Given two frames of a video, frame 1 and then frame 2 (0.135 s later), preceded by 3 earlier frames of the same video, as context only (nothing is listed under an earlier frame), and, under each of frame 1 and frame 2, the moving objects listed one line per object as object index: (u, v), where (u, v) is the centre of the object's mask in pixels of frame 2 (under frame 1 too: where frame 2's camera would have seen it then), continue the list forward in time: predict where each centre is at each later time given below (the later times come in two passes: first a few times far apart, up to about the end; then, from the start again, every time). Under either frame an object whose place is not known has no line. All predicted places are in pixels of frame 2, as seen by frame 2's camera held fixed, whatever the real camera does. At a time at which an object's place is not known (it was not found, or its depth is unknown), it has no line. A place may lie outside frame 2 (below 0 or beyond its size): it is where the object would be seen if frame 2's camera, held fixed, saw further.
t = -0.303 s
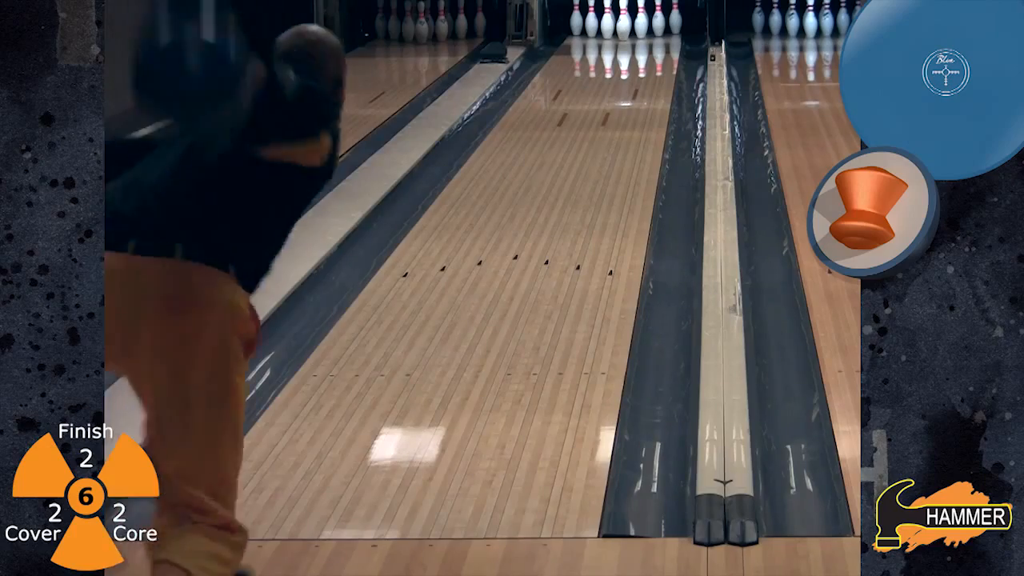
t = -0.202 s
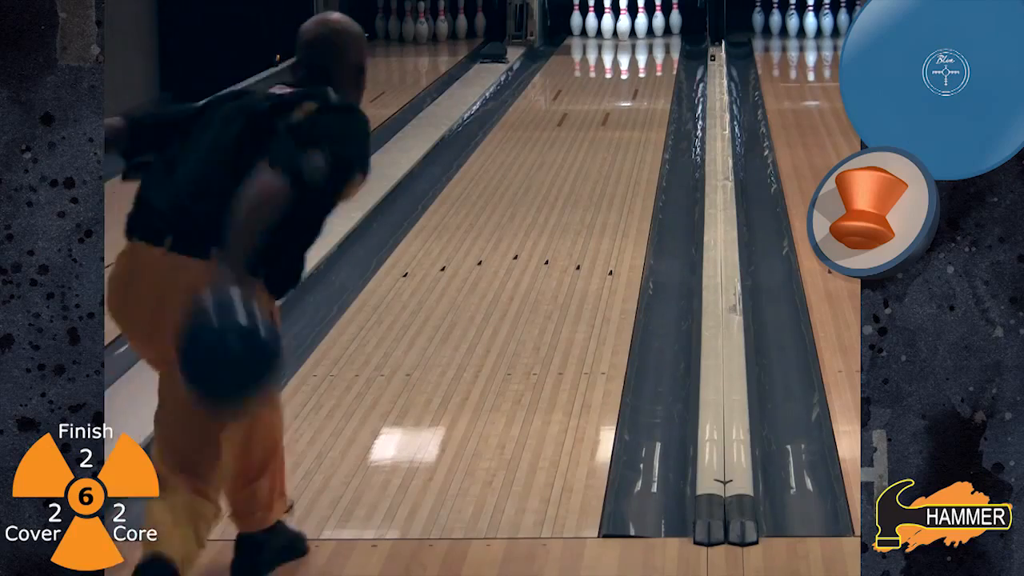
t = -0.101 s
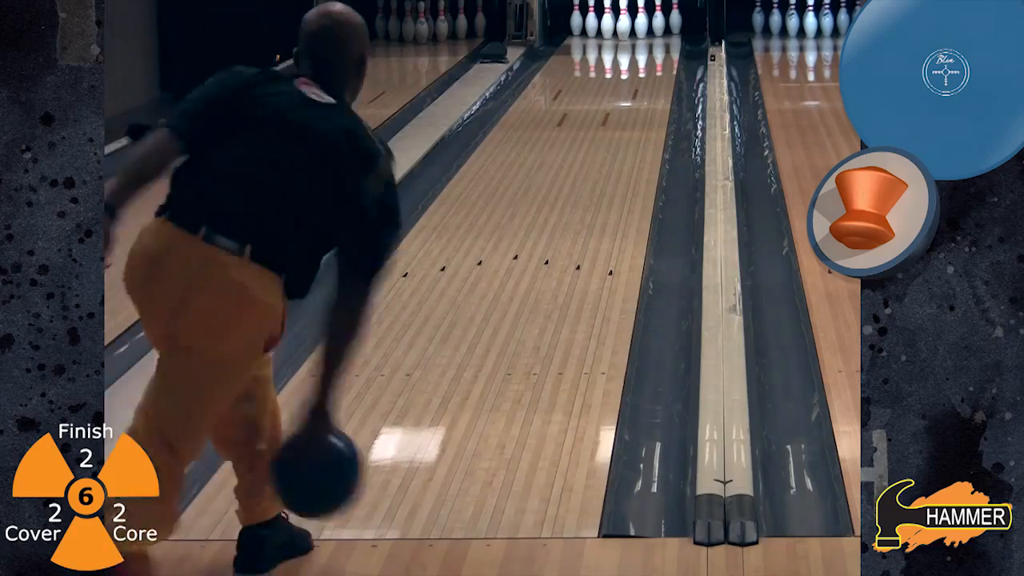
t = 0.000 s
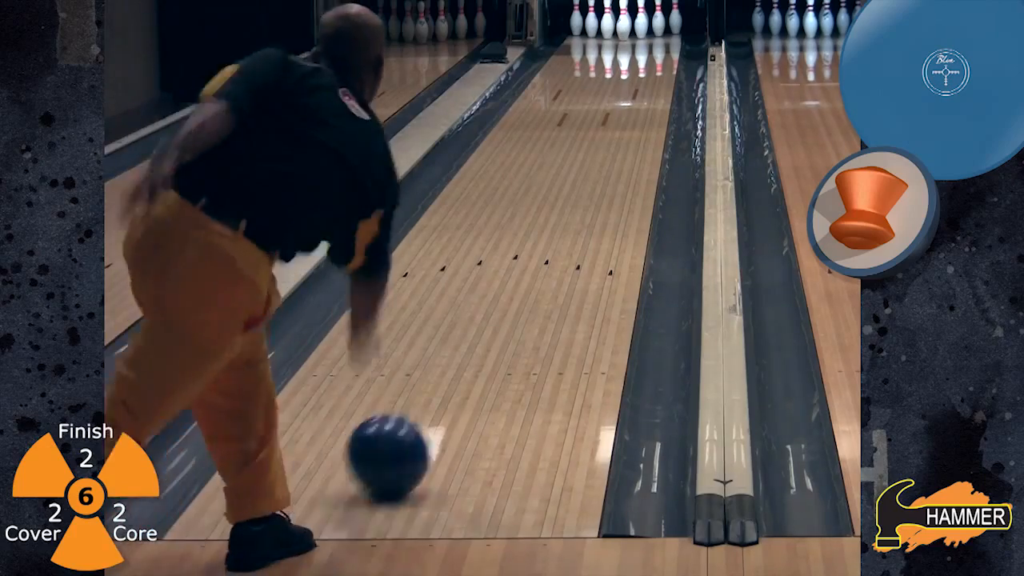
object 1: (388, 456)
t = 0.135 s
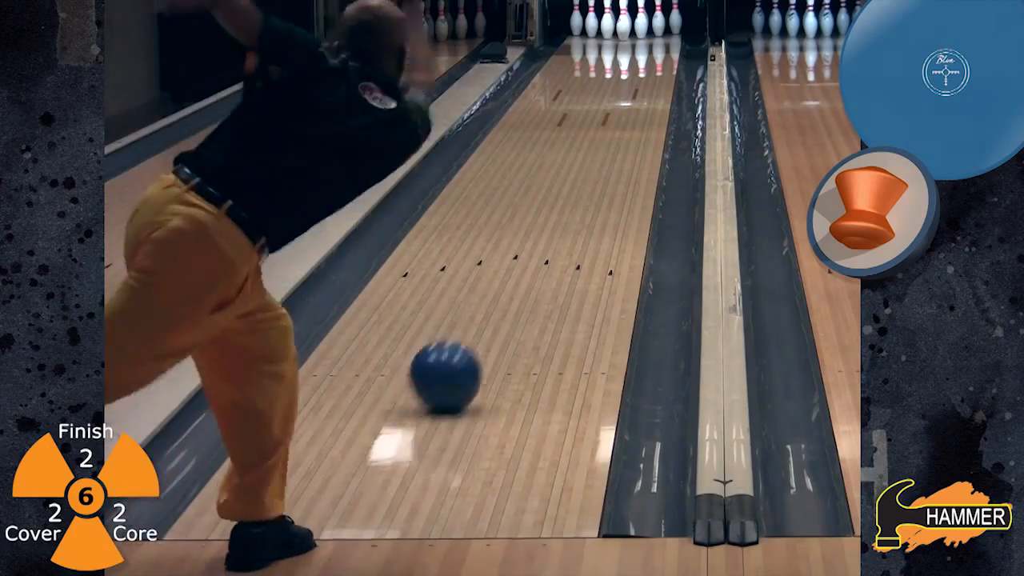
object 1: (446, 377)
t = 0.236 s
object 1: (479, 329)
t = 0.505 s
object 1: (545, 238)
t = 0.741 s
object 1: (582, 183)
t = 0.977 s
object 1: (609, 142)
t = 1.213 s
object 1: (628, 110)
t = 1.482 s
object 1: (642, 83)
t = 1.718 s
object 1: (646, 62)
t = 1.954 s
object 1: (645, 47)
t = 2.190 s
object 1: (637, 34)
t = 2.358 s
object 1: (636, 27)
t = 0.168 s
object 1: (457, 359)
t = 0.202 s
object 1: (469, 344)
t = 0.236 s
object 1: (479, 329)
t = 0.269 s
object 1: (489, 315)
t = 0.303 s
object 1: (498, 302)
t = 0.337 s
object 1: (507, 290)
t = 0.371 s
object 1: (516, 279)
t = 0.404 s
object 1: (524, 268)
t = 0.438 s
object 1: (531, 257)
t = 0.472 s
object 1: (538, 247)
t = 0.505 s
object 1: (545, 238)
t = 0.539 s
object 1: (551, 241)
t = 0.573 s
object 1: (557, 218)
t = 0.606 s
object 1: (562, 212)
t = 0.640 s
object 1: (568, 204)
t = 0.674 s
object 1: (573, 197)
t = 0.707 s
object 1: (578, 190)
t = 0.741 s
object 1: (582, 183)
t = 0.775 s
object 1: (587, 176)
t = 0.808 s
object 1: (591, 170)
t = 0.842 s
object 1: (595, 164)
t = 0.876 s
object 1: (599, 158)
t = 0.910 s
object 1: (603, 152)
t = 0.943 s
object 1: (606, 147)
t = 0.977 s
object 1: (609, 142)
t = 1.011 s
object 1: (612, 137)
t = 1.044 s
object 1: (615, 132)
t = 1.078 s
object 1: (618, 127)
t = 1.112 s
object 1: (621, 122)
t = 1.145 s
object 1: (624, 118)
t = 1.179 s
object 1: (626, 114)
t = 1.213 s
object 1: (628, 110)
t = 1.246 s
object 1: (631, 107)
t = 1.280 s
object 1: (632, 103)
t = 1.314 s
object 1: (634, 99)
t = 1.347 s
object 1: (636, 96)
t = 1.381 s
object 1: (638, 92)
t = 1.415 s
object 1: (640, 89)
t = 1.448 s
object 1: (641, 86)
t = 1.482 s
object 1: (642, 83)
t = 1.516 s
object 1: (643, 80)
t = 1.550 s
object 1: (644, 77)
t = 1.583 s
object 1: (645, 74)
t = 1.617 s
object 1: (646, 71)
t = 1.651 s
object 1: (646, 68)
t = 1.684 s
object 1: (647, 65)
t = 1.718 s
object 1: (646, 62)
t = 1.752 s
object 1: (647, 60)
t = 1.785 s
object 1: (647, 58)
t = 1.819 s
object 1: (647, 55)
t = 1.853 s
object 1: (646, 53)
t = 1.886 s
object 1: (646, 52)
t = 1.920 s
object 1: (646, 50)
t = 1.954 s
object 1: (645, 47)
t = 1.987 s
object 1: (645, 46)
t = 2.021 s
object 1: (643, 44)
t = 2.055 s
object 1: (643, 42)
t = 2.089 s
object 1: (641, 39)
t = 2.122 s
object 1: (640, 38)
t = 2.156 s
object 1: (639, 36)
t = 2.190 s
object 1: (637, 34)
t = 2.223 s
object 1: (636, 33)
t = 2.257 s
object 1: (634, 31)
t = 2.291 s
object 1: (634, 29)
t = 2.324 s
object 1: (636, 28)
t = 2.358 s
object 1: (636, 27)
